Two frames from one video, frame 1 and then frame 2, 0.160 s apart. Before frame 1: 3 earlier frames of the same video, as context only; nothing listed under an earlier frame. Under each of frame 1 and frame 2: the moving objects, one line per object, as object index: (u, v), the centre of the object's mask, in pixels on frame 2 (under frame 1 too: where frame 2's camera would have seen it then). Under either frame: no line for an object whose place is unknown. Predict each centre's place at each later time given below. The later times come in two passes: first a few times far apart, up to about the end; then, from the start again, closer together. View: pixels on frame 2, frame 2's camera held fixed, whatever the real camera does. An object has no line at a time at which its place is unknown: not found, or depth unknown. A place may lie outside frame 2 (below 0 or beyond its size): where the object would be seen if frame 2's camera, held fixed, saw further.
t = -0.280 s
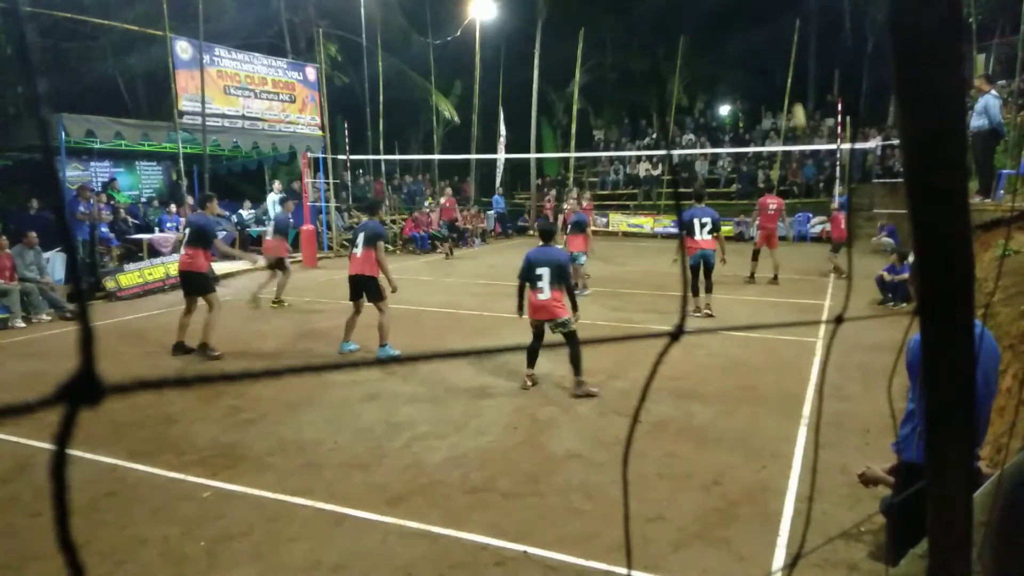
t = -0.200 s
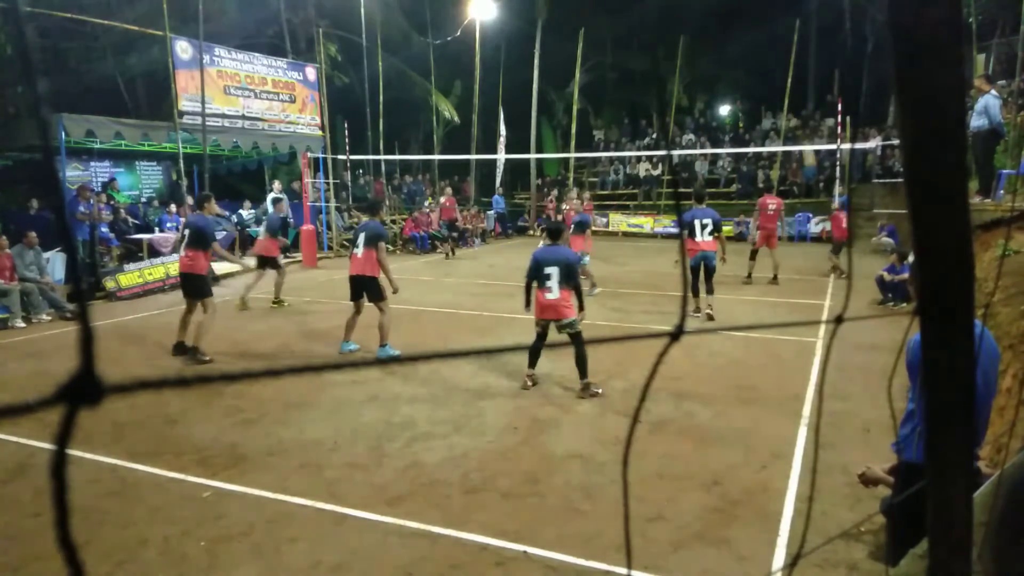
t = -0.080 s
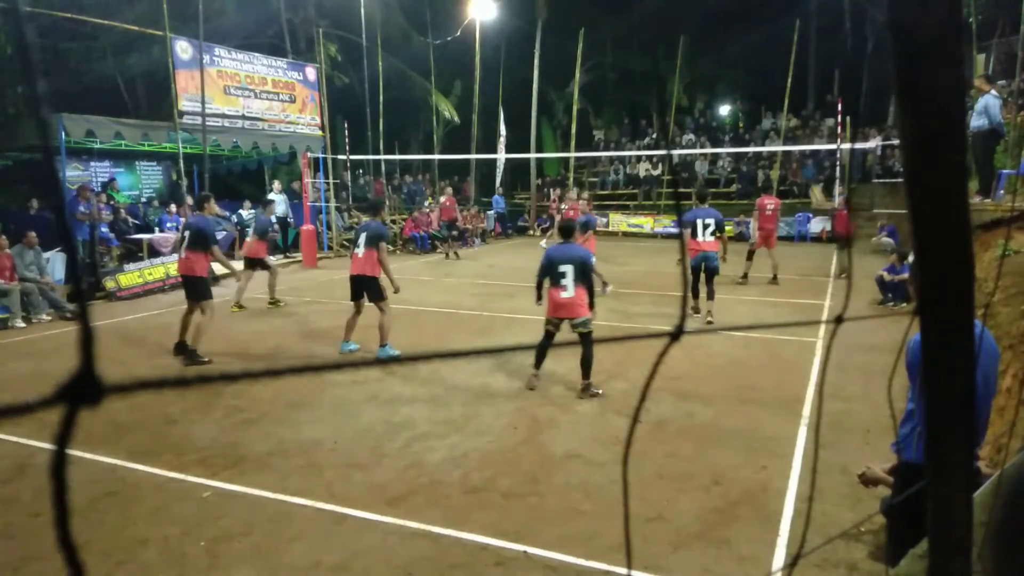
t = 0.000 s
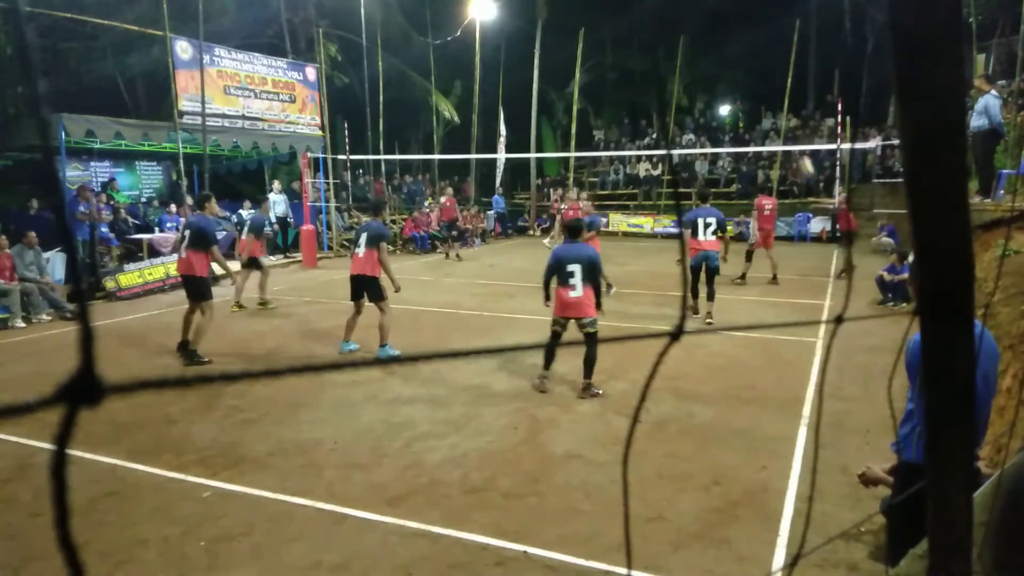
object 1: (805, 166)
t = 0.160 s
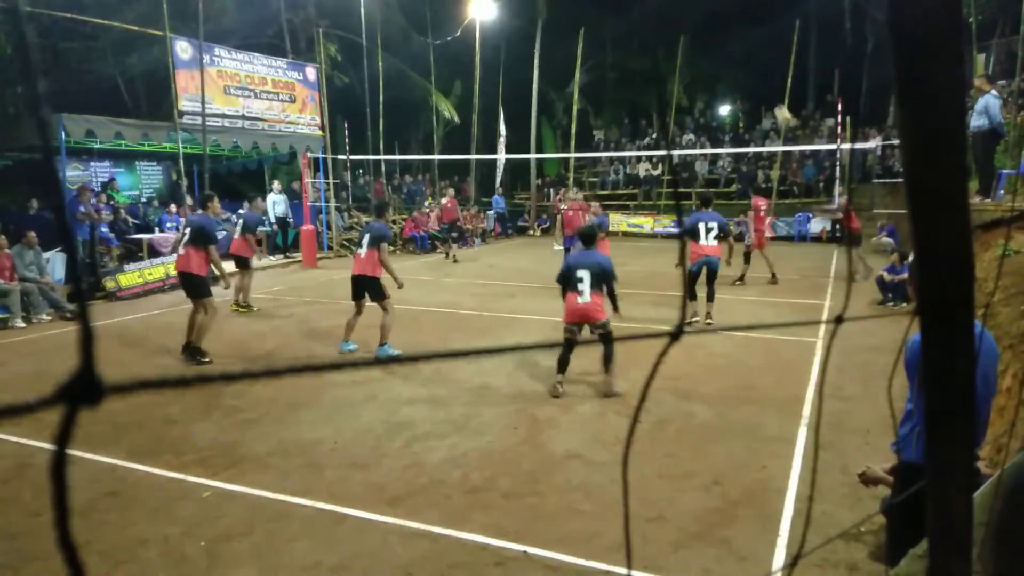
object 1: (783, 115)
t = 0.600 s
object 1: (698, 27)
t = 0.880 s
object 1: (625, 34)
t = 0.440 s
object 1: (732, 48)
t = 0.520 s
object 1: (716, 36)
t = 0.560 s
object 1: (707, 31)
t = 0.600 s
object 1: (698, 27)
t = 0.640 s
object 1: (689, 25)
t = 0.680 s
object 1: (679, 23)
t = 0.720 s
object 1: (669, 23)
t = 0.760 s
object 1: (659, 24)
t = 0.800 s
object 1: (647, 26)
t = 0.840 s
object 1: (637, 29)
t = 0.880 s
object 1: (625, 34)
